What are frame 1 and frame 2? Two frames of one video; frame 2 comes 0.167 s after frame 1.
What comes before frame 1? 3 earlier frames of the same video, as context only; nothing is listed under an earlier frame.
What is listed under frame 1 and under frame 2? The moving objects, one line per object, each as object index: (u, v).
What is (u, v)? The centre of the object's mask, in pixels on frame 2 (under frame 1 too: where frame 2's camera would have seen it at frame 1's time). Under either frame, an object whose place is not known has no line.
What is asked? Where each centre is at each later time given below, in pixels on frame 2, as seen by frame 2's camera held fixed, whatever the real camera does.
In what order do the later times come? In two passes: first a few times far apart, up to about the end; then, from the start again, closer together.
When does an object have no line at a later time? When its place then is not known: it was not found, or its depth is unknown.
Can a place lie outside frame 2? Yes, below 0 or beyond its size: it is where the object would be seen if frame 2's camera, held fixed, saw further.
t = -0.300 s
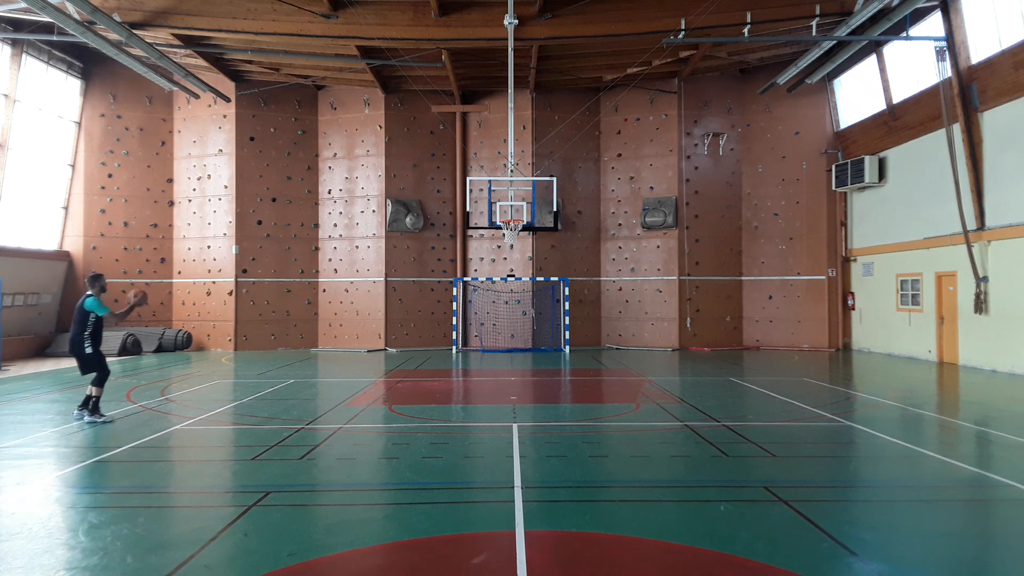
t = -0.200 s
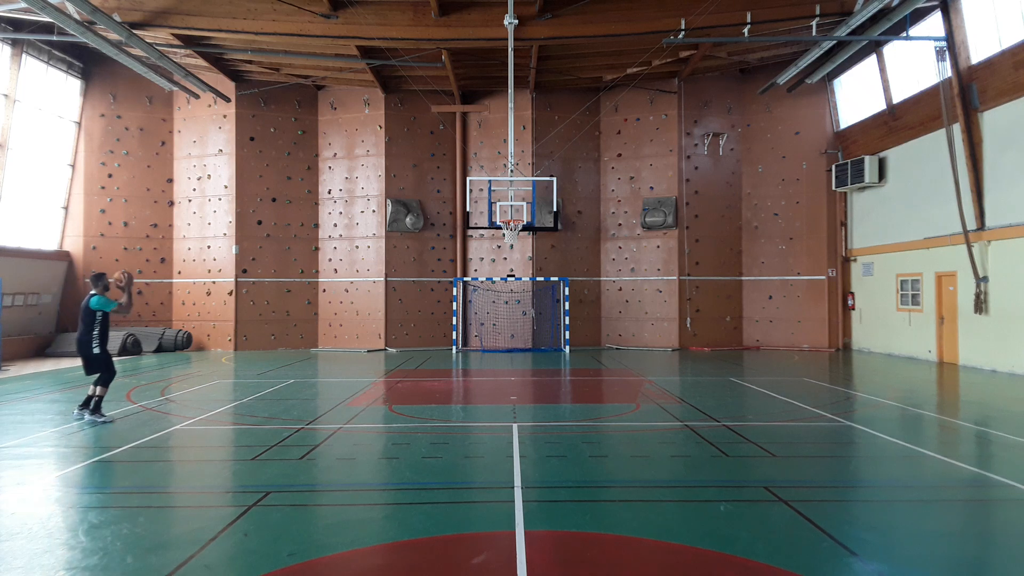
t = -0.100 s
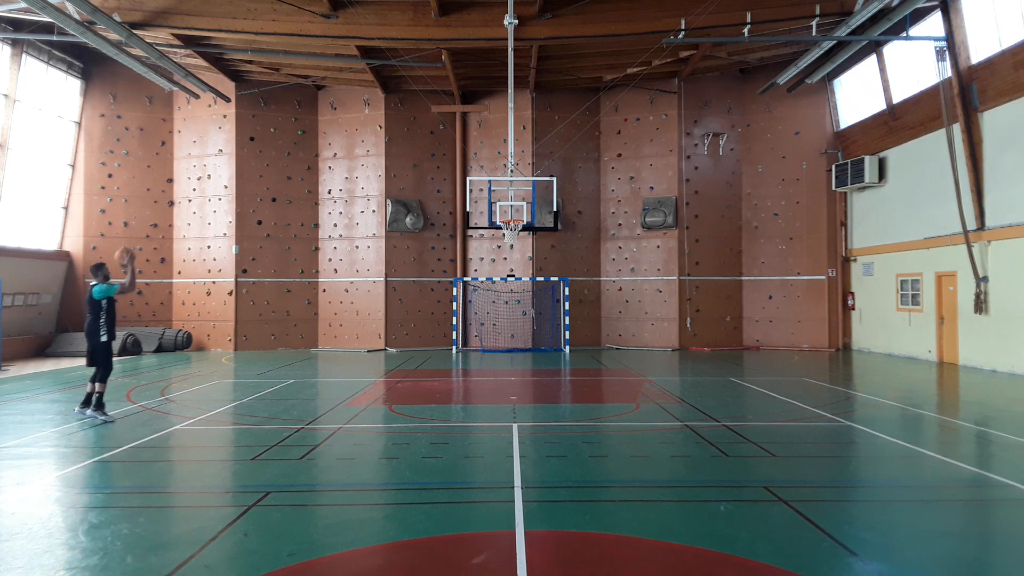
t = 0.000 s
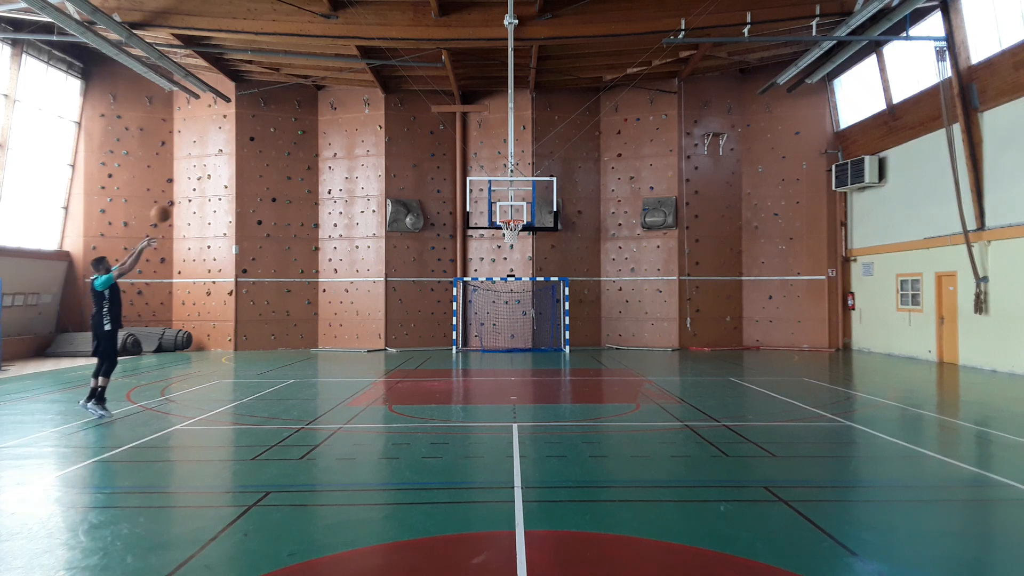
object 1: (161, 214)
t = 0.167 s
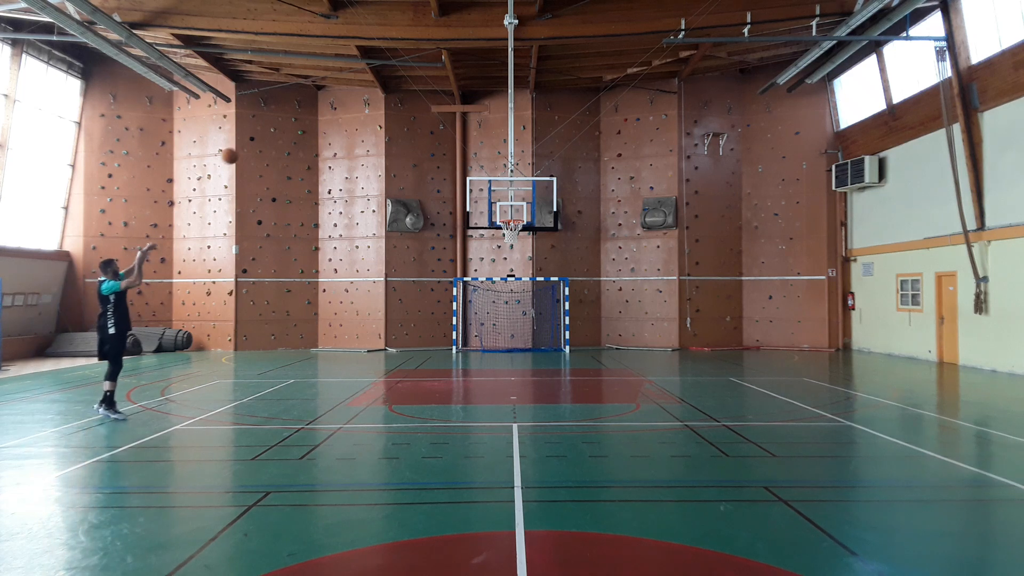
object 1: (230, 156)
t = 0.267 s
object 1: (265, 133)
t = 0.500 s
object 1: (341, 108)
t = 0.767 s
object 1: (412, 120)
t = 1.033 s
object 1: (477, 167)
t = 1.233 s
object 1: (517, 218)
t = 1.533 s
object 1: (498, 238)
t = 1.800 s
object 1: (490, 281)
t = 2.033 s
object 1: (483, 348)
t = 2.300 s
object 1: (488, 322)
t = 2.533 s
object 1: (496, 288)
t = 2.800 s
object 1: (506, 281)
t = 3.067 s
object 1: (515, 312)
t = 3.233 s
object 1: (521, 350)
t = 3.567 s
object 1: (529, 328)
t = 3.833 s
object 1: (535, 312)
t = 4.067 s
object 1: (540, 330)
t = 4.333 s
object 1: (546, 370)
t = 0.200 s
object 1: (243, 147)
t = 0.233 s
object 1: (253, 140)
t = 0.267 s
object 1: (265, 133)
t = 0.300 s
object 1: (277, 127)
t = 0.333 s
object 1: (288, 122)
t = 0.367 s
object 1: (299, 118)
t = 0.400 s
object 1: (309, 114)
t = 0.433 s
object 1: (321, 112)
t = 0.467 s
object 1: (331, 109)
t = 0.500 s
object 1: (341, 108)
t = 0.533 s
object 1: (350, 108)
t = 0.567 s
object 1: (361, 107)
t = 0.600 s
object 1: (370, 108)
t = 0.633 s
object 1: (378, 109)
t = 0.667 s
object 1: (387, 111)
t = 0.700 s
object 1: (395, 113)
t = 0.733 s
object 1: (404, 117)
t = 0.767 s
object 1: (412, 120)
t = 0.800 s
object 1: (421, 124)
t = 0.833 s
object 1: (429, 128)
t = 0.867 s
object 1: (437, 134)
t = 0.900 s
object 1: (445, 140)
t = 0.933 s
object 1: (454, 146)
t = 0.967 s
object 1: (461, 152)
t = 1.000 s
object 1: (469, 160)
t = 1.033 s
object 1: (477, 167)
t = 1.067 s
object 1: (484, 175)
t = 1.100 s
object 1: (491, 184)
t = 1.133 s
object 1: (497, 191)
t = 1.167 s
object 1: (504, 201)
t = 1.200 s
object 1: (510, 211)
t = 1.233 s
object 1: (517, 218)
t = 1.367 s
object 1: (514, 227)
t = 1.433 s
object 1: (501, 234)
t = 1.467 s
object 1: (499, 235)
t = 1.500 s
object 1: (498, 236)
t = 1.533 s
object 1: (498, 238)
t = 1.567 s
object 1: (497, 242)
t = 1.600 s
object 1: (496, 246)
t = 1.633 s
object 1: (495, 250)
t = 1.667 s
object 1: (494, 255)
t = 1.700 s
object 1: (492, 261)
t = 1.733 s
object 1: (492, 267)
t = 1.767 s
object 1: (491, 274)
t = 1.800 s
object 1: (490, 281)
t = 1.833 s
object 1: (489, 289)
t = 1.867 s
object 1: (488, 297)
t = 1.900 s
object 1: (487, 306)
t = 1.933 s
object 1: (485, 316)
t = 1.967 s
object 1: (485, 326)
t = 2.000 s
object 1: (483, 336)
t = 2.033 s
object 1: (483, 348)
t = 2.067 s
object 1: (482, 359)
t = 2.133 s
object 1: (482, 362)
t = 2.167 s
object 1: (483, 353)
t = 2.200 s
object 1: (484, 345)
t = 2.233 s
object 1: (485, 337)
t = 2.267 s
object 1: (486, 329)
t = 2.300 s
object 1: (488, 322)
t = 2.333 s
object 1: (489, 316)
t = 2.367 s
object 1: (490, 310)
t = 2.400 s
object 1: (491, 304)
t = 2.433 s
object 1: (492, 300)
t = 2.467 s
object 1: (494, 295)
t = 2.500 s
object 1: (495, 292)
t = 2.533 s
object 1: (496, 288)
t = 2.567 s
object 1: (498, 285)
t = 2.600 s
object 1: (499, 283)
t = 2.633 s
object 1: (500, 282)
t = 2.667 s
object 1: (501, 280)
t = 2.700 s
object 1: (502, 280)
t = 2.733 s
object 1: (503, 280)
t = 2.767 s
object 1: (504, 280)
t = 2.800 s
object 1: (506, 281)
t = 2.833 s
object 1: (507, 284)
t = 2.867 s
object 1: (508, 286)
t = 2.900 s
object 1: (509, 289)
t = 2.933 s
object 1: (510, 292)
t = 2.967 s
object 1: (511, 296)
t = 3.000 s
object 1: (513, 301)
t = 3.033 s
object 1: (514, 306)
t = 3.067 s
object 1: (515, 312)
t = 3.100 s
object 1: (516, 319)
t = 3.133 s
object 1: (517, 326)
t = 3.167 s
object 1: (518, 334)
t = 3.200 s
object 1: (520, 342)
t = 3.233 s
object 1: (521, 350)
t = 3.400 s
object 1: (526, 355)
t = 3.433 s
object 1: (527, 349)
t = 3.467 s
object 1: (527, 343)
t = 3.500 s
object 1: (528, 337)
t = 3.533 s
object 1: (528, 333)
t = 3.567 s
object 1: (529, 328)
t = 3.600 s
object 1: (530, 324)
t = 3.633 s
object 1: (530, 321)
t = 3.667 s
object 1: (531, 318)
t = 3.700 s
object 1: (532, 315)
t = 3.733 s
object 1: (533, 314)
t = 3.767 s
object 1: (533, 313)
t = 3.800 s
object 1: (534, 313)
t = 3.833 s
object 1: (535, 312)
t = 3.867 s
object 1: (535, 313)
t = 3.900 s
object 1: (536, 314)
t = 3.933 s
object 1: (537, 316)
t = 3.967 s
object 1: (538, 319)
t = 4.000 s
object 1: (539, 322)
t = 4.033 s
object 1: (539, 326)
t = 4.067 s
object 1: (540, 330)
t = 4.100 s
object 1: (541, 335)
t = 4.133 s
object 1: (542, 340)
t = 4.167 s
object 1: (543, 346)
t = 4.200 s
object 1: (544, 353)
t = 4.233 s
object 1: (544, 360)
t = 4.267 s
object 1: (545, 368)
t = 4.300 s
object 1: (545, 377)
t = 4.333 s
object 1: (546, 370)
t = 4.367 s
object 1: (547, 364)
